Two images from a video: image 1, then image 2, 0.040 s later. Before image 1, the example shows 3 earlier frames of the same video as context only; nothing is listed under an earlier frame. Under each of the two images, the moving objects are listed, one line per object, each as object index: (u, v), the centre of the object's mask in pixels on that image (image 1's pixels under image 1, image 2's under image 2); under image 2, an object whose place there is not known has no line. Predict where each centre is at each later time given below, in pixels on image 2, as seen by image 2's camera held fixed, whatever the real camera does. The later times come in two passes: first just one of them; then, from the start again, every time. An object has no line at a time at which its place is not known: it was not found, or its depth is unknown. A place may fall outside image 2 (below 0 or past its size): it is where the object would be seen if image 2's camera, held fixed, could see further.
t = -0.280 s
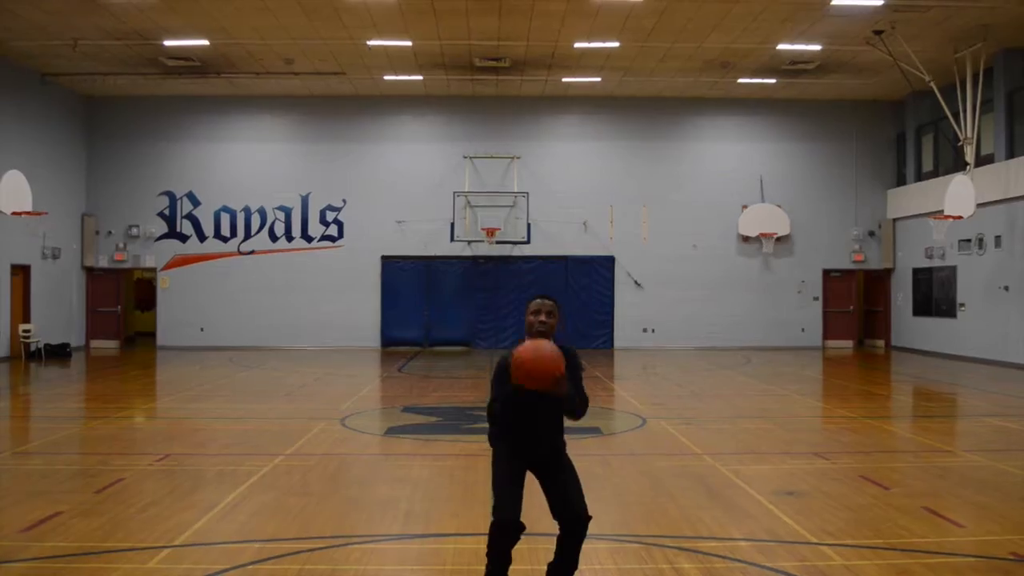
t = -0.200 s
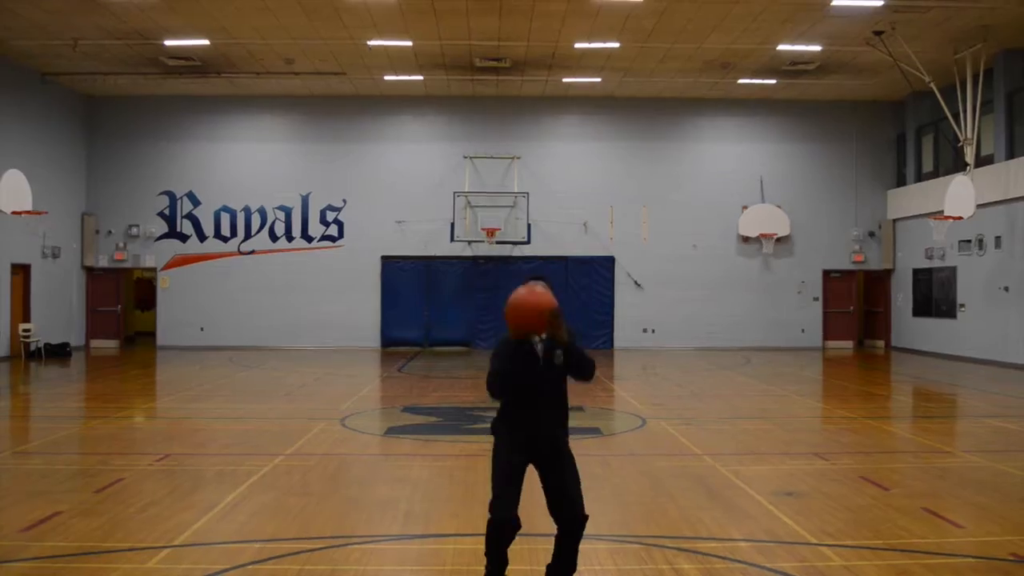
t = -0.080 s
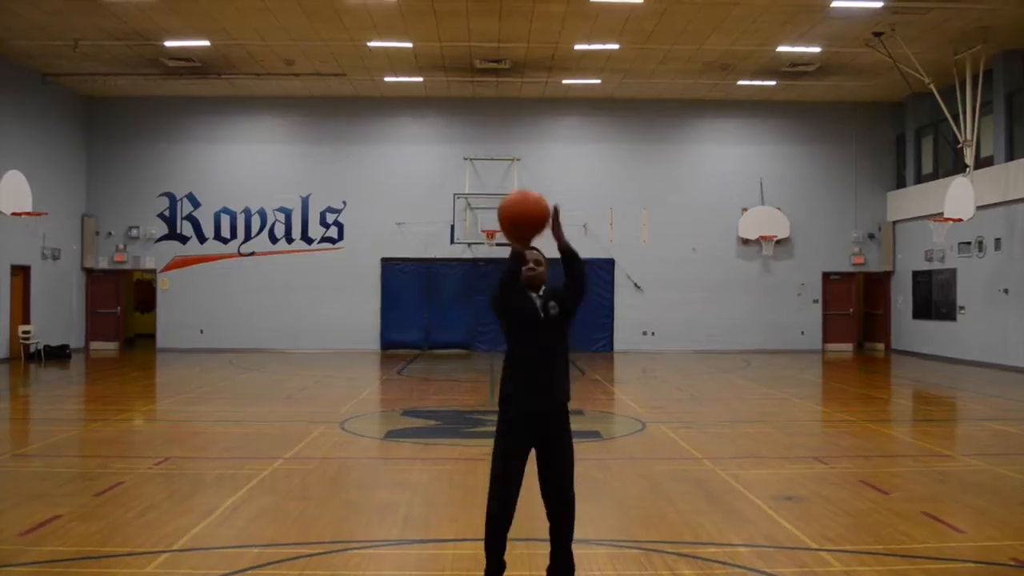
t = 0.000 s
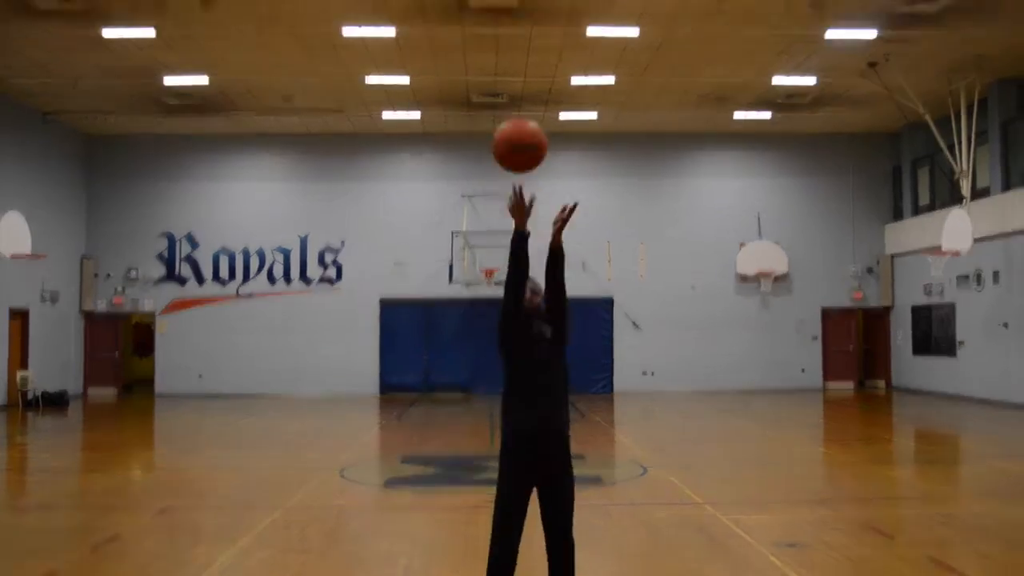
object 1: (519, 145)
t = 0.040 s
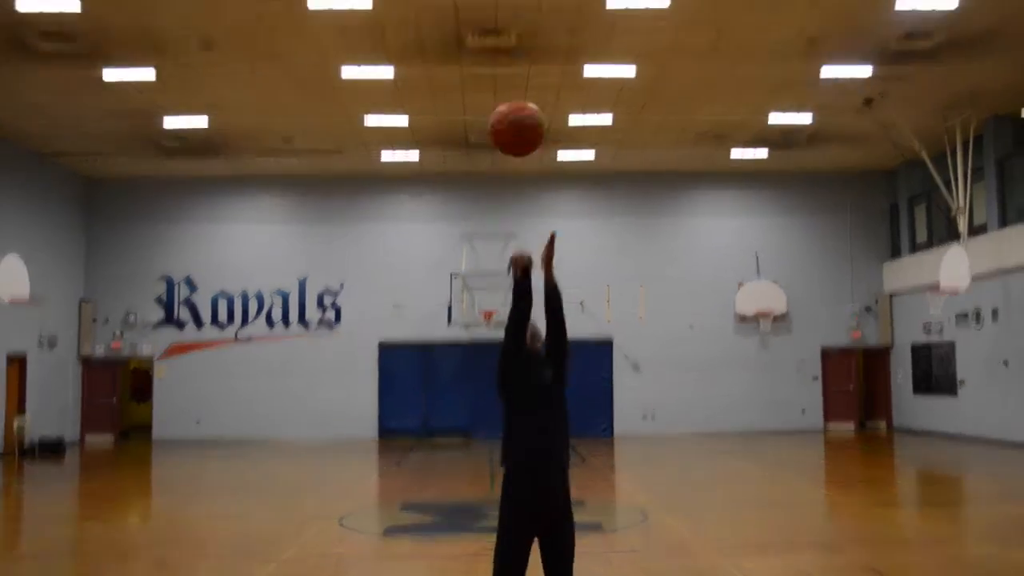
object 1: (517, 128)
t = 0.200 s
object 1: (517, -98)
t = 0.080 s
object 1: (516, 72)
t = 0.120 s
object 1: (517, 16)
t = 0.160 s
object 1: (518, -42)
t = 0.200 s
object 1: (517, -98)
